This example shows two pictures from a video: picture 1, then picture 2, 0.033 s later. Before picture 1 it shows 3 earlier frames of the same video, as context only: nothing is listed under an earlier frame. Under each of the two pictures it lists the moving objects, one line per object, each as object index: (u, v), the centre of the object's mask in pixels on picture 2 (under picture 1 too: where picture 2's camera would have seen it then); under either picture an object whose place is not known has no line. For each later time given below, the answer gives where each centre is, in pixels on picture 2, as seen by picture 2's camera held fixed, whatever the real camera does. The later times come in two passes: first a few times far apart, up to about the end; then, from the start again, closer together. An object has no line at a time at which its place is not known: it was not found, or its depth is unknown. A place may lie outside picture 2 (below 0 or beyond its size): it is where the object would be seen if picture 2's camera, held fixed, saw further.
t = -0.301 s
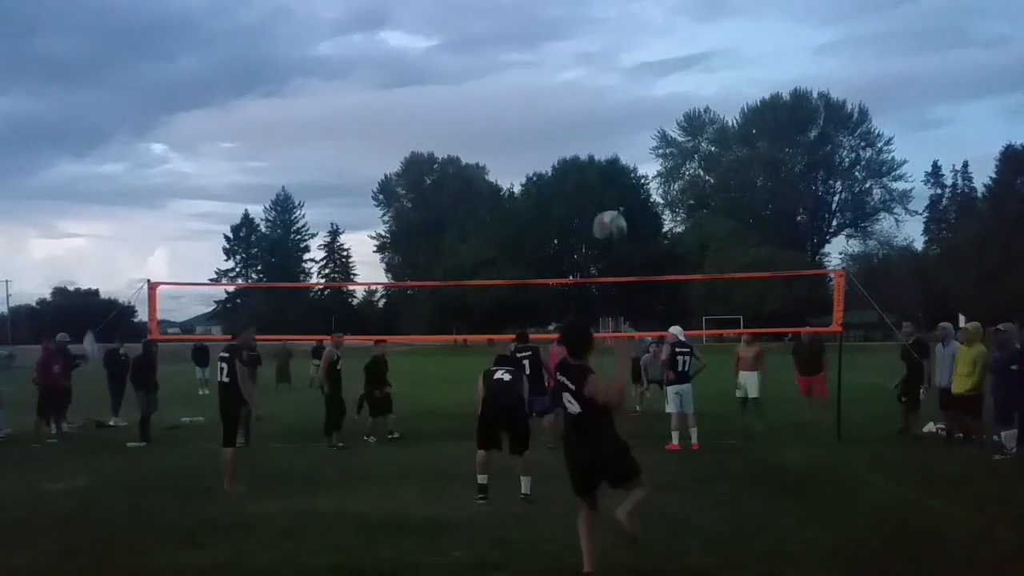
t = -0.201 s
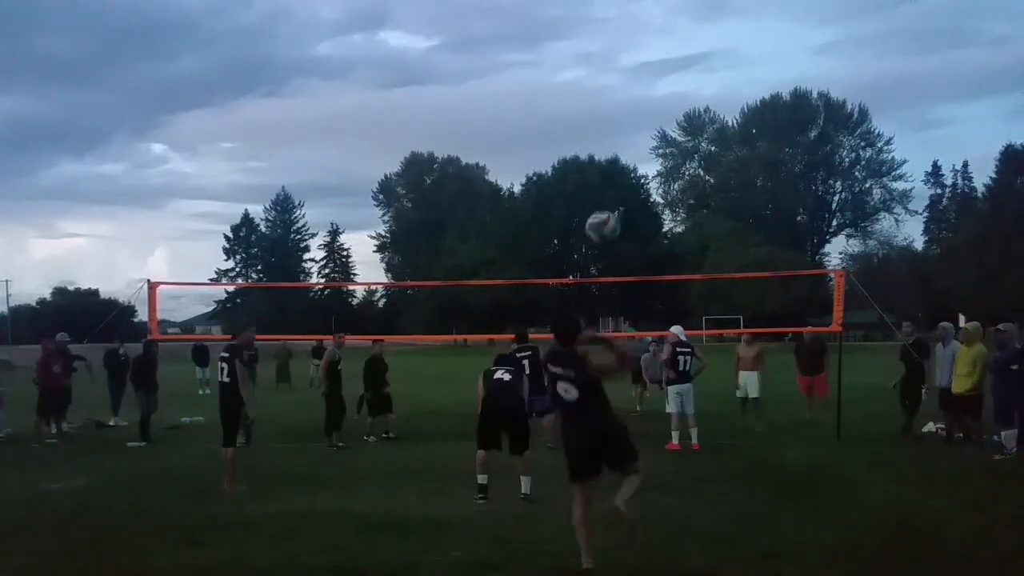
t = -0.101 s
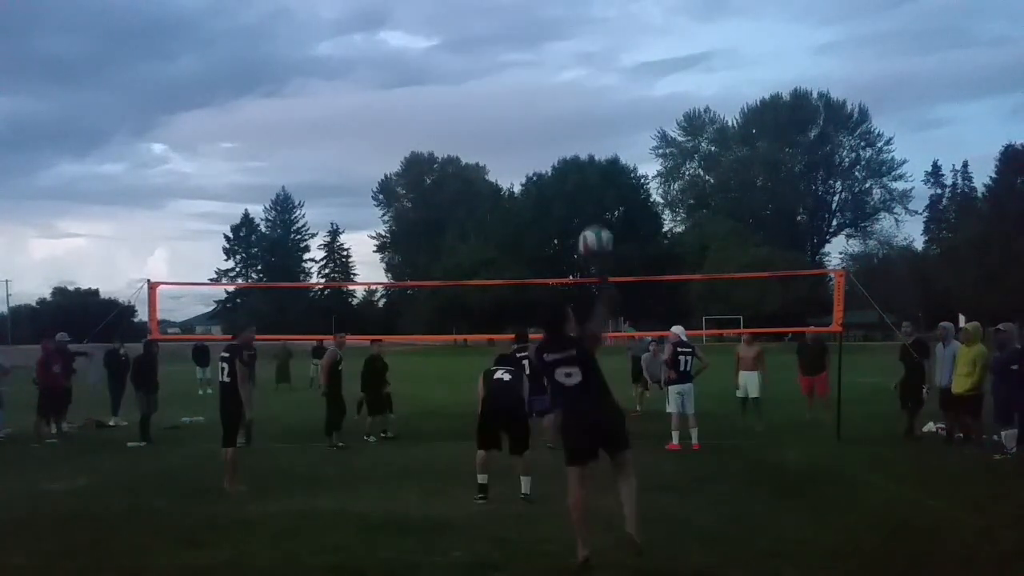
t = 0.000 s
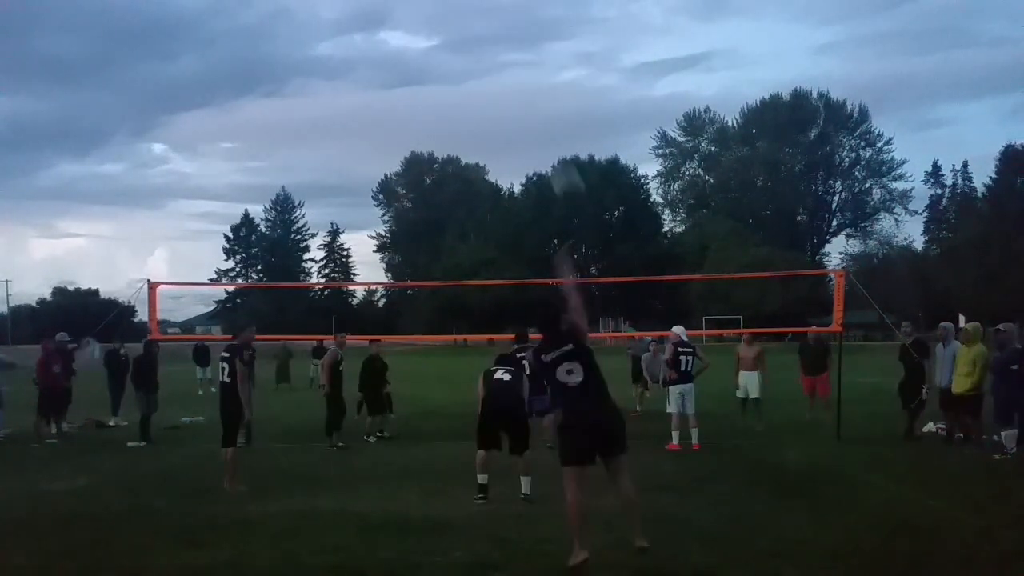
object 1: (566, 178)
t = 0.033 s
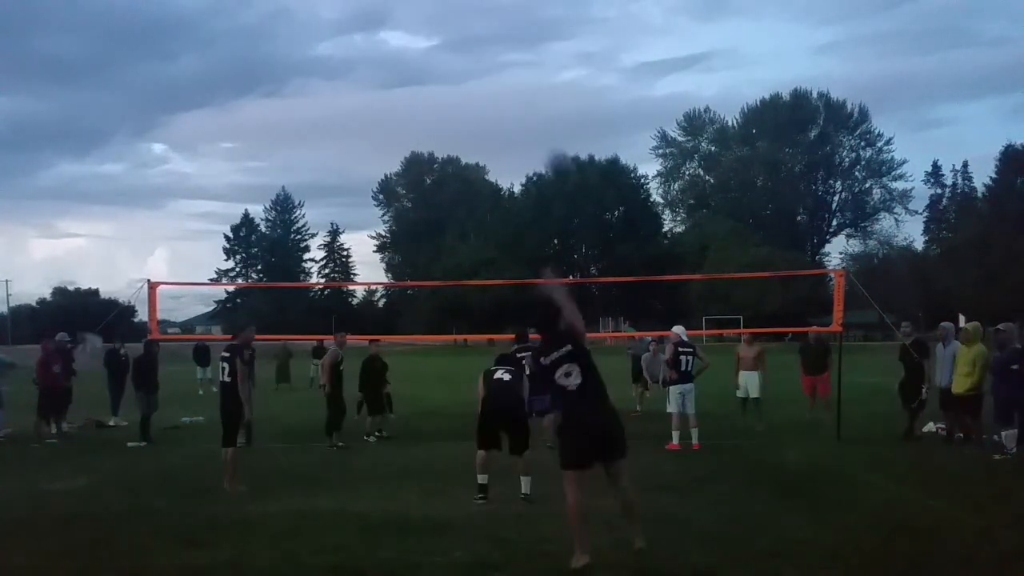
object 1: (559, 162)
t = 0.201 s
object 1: (525, 109)
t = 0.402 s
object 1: (499, 95)
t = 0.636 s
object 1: (481, 124)
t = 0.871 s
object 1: (468, 178)
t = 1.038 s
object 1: (461, 229)
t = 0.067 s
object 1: (550, 150)
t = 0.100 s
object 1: (543, 137)
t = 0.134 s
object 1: (536, 125)
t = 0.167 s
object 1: (530, 116)
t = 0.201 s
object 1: (525, 109)
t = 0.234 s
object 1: (519, 104)
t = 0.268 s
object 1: (515, 100)
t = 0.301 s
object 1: (510, 97)
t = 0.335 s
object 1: (506, 95)
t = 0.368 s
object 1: (502, 95)
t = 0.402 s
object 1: (499, 95)
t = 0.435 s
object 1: (496, 97)
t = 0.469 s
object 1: (493, 100)
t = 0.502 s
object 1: (490, 104)
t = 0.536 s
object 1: (488, 108)
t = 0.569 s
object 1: (485, 112)
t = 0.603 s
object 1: (483, 118)
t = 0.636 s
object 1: (481, 124)
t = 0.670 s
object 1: (479, 131)
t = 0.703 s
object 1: (477, 138)
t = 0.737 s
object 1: (476, 145)
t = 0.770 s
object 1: (474, 153)
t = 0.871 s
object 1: (468, 178)
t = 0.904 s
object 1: (466, 188)
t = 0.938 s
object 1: (465, 198)
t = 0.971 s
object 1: (464, 208)
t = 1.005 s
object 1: (462, 219)
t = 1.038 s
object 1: (461, 229)
